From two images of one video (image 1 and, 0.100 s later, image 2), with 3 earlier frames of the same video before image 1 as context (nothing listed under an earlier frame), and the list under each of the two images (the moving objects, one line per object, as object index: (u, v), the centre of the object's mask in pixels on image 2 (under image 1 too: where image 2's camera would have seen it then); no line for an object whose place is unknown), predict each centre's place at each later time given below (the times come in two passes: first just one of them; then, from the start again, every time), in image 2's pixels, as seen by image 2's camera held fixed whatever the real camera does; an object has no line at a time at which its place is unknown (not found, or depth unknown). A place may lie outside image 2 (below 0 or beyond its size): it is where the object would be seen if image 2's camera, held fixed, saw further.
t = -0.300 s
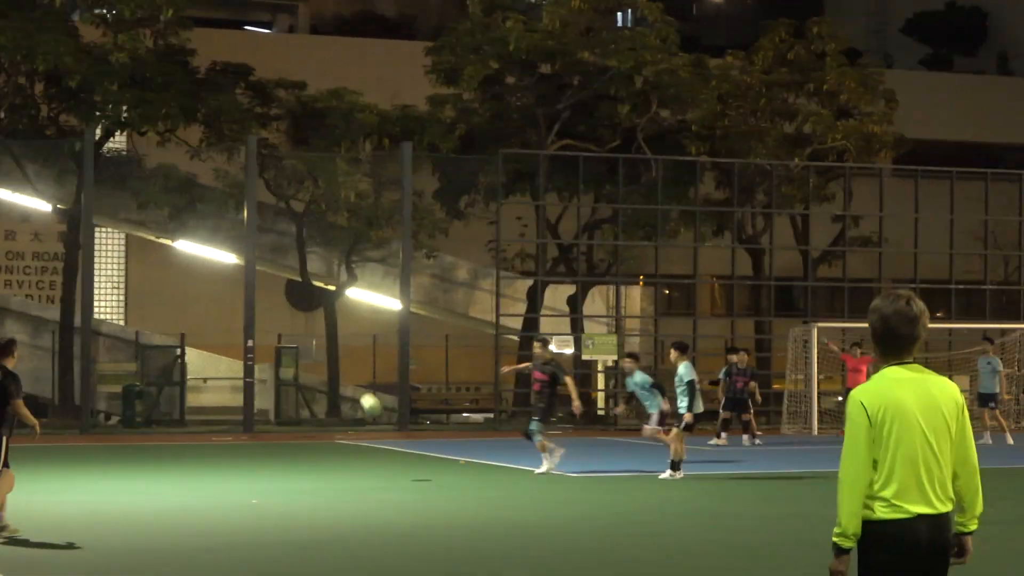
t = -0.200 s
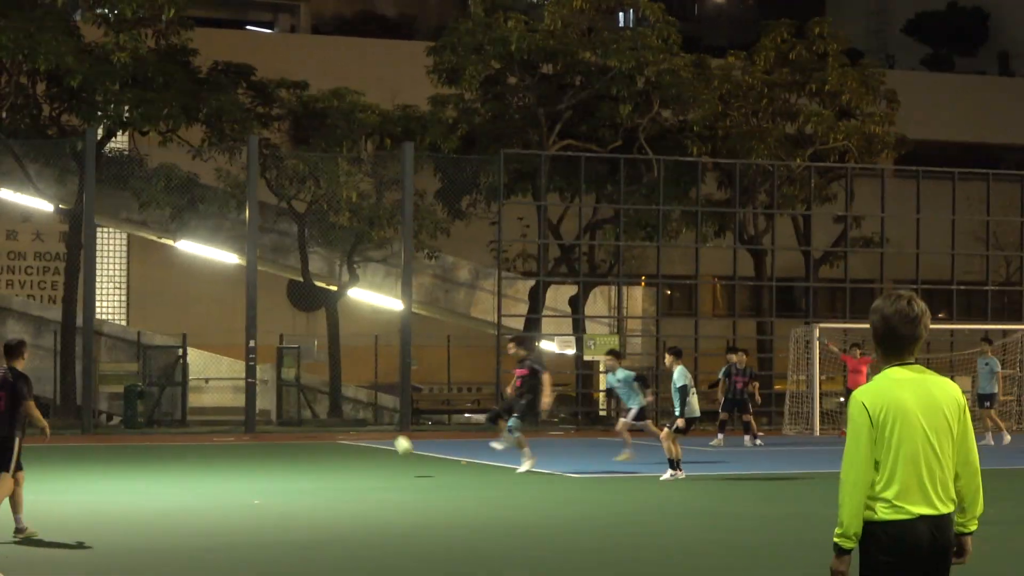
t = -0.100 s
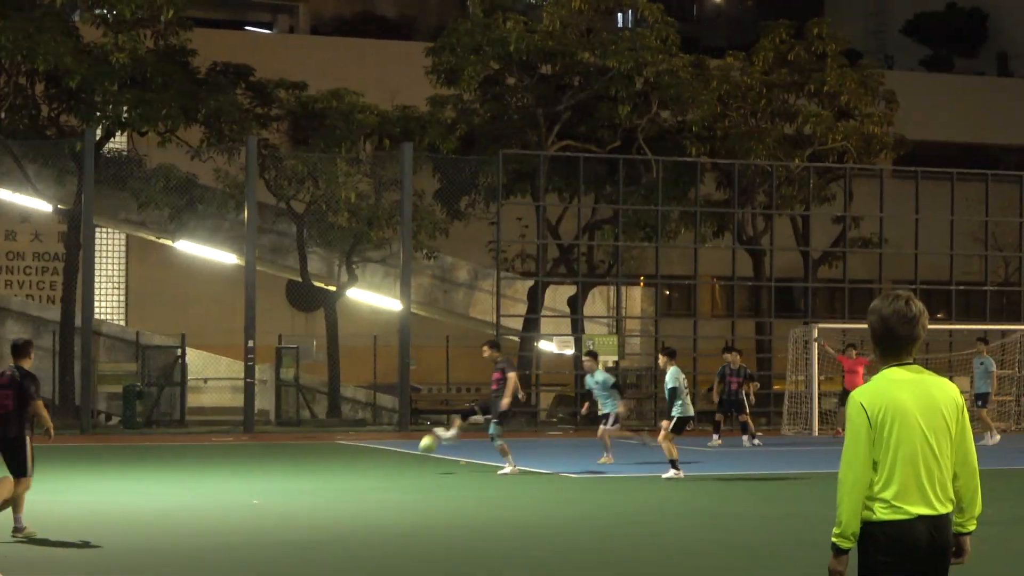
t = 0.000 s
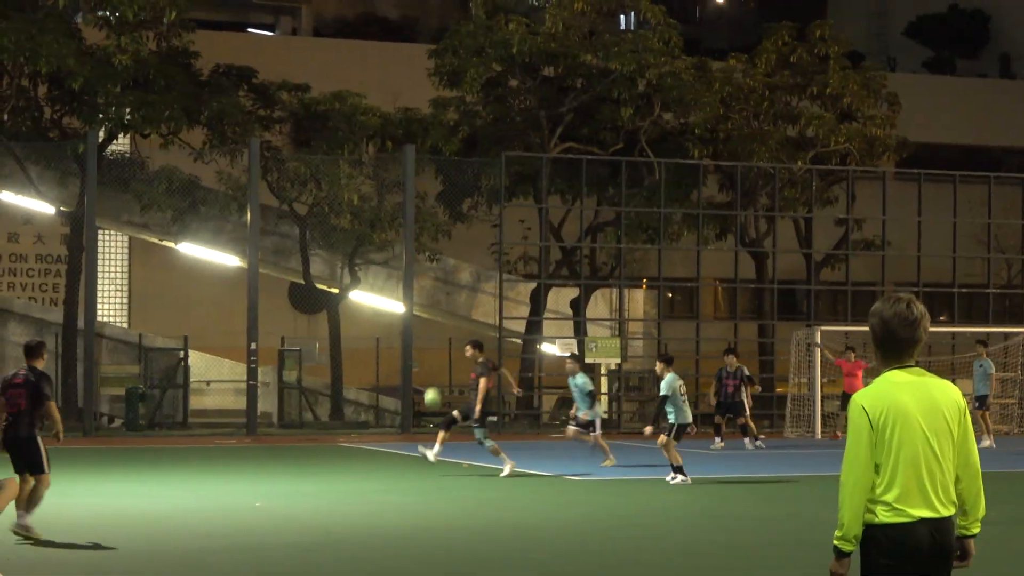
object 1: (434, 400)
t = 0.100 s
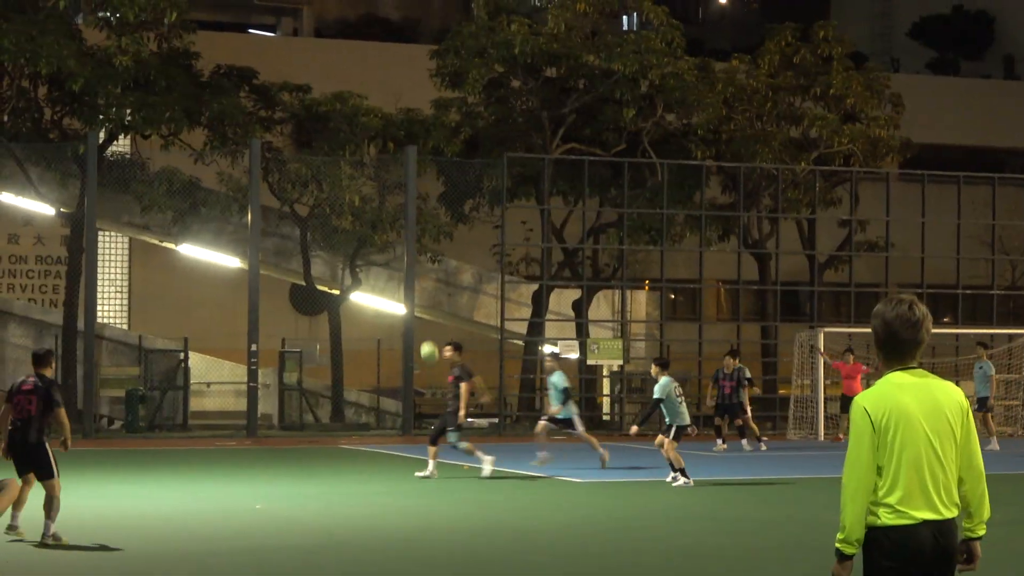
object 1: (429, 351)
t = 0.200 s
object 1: (425, 310)
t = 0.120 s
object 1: (428, 343)
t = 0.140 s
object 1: (427, 333)
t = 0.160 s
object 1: (426, 325)
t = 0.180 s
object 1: (426, 317)
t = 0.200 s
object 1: (425, 310)
